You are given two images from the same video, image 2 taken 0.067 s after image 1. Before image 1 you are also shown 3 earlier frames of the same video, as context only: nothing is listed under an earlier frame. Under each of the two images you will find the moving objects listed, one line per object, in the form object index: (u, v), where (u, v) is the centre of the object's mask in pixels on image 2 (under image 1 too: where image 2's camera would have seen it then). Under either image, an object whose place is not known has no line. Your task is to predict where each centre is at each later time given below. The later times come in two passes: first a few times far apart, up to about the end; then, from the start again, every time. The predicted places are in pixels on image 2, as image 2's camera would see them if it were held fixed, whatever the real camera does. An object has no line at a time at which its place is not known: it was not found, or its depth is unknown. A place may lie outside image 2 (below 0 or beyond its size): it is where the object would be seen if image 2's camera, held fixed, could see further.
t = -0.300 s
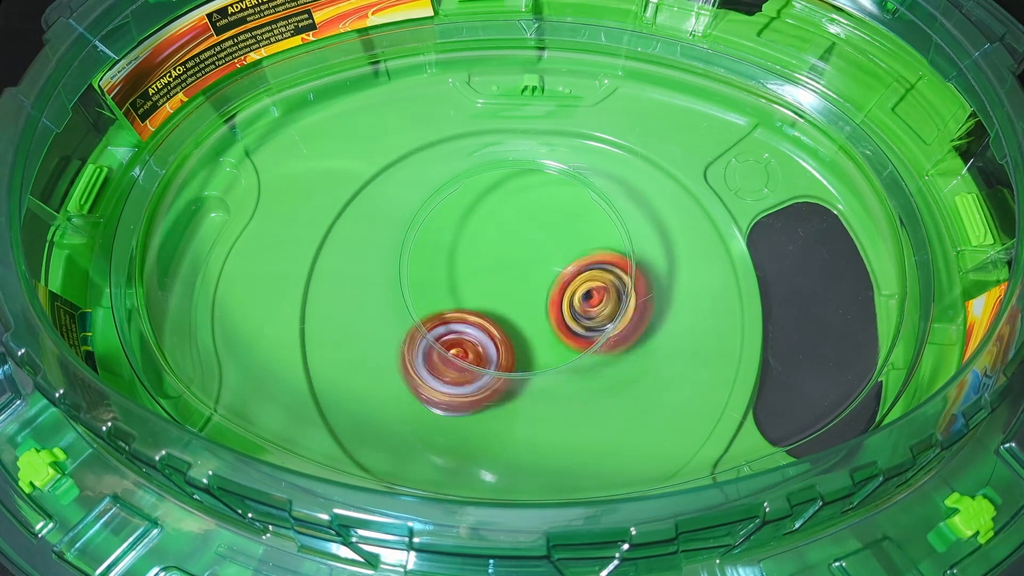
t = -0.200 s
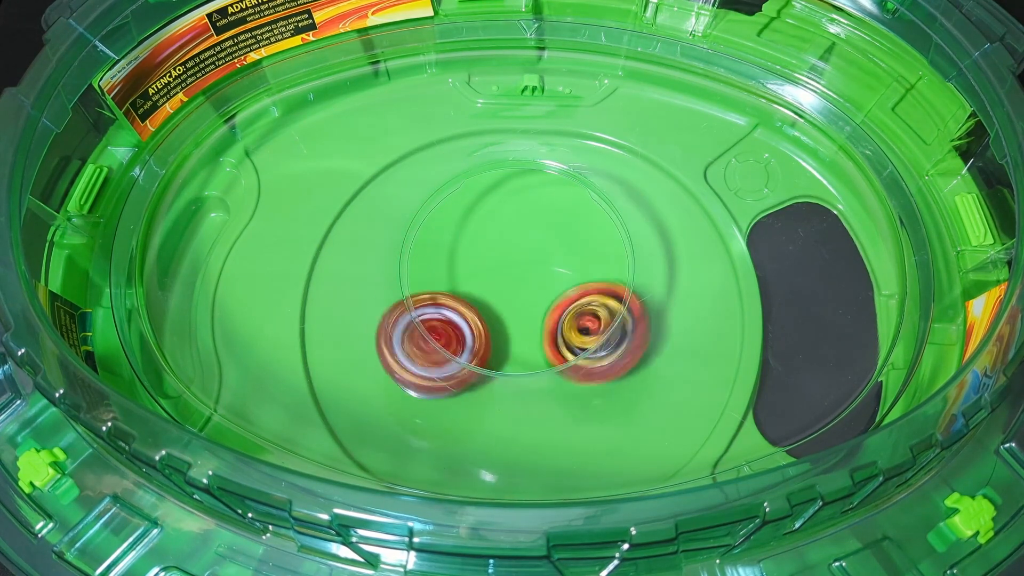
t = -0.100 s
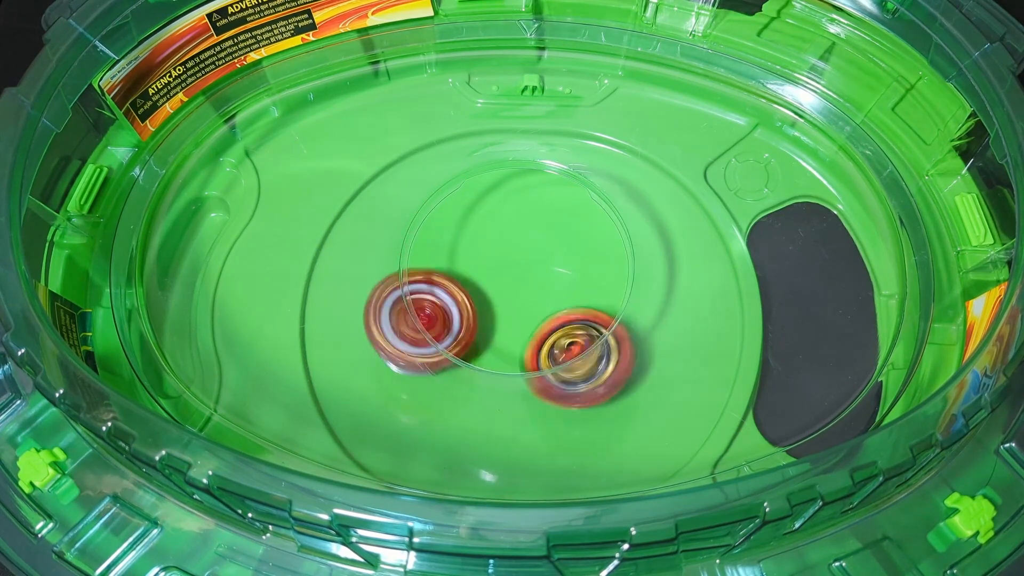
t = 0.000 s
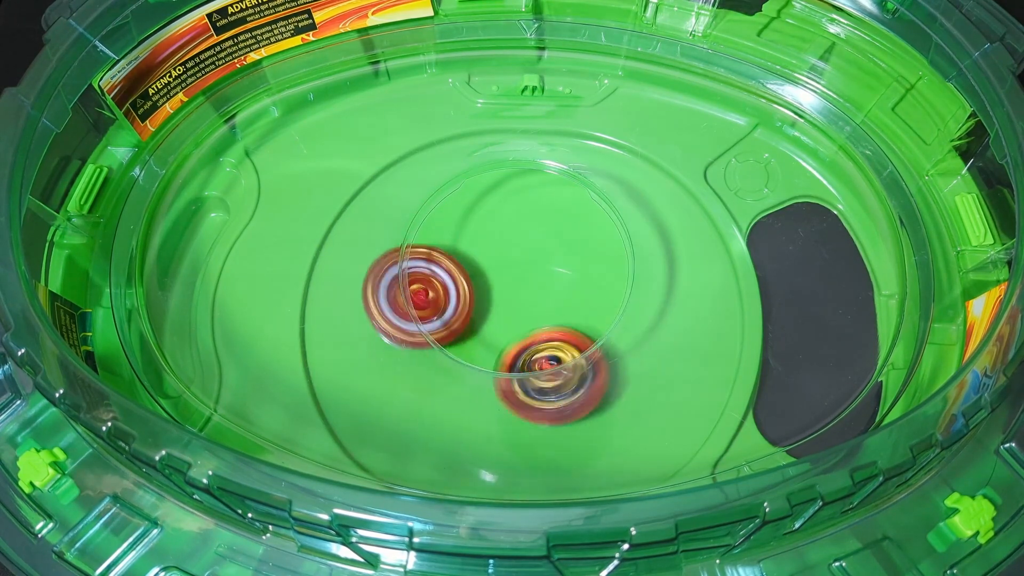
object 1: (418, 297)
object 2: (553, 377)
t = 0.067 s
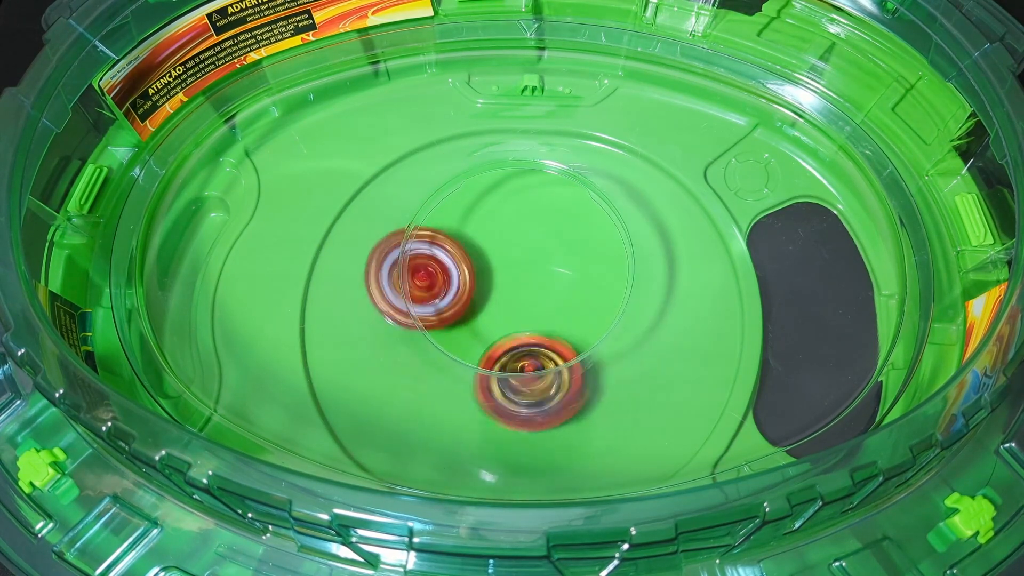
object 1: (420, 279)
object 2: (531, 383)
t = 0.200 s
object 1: (439, 249)
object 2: (487, 376)
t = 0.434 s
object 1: (497, 223)
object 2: (442, 323)
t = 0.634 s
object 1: (558, 231)
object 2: (448, 268)
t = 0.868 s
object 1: (602, 270)
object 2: (499, 237)
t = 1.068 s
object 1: (611, 332)
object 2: (542, 238)
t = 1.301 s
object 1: (561, 380)
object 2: (562, 274)
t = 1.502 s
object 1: (502, 378)
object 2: (554, 283)
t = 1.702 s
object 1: (467, 327)
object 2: (549, 256)
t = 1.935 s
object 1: (429, 203)
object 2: (603, 244)
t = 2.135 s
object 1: (425, 164)
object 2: (634, 263)
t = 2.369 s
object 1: (444, 200)
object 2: (594, 304)
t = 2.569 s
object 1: (468, 224)
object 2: (512, 312)
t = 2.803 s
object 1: (521, 206)
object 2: (359, 363)
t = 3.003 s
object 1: (524, 228)
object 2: (347, 346)
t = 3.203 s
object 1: (503, 243)
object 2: (368, 326)
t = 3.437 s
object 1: (475, 239)
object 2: (391, 299)
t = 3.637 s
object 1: (476, 226)
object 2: (398, 283)
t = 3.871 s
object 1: (492, 235)
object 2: (408, 295)
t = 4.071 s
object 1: (493, 260)
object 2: (409, 296)
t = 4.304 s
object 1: (483, 276)
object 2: (403, 295)
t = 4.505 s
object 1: (492, 266)
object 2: (405, 295)
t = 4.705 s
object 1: (514, 259)
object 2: (406, 295)
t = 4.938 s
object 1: (531, 267)
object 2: (406, 295)
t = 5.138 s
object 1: (544, 283)
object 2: (406, 295)
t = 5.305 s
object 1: (541, 295)
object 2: (406, 295)
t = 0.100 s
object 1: (424, 272)
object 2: (520, 383)
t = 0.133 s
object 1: (429, 264)
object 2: (509, 382)
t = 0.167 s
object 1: (435, 256)
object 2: (498, 380)
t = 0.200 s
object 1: (439, 249)
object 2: (487, 376)
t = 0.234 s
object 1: (446, 244)
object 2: (478, 372)
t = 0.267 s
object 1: (455, 240)
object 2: (469, 365)
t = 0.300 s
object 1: (464, 234)
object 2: (461, 358)
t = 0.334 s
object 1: (470, 231)
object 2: (454, 350)
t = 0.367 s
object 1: (478, 229)
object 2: (449, 341)
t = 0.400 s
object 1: (488, 226)
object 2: (445, 332)
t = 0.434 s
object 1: (497, 223)
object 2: (442, 323)
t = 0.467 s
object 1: (504, 222)
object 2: (441, 313)
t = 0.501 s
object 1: (514, 224)
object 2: (441, 302)
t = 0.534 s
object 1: (529, 225)
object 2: (439, 295)
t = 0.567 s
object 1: (541, 225)
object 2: (439, 284)
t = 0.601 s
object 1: (549, 227)
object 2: (443, 275)
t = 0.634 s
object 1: (558, 231)
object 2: (448, 268)
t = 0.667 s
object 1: (567, 234)
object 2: (453, 261)
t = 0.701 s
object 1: (574, 237)
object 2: (459, 255)
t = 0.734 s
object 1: (580, 243)
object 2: (466, 249)
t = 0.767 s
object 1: (587, 248)
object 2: (473, 244)
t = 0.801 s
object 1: (594, 254)
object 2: (481, 241)
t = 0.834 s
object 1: (598, 260)
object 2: (491, 239)
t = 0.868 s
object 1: (602, 270)
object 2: (499, 237)
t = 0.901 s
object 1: (608, 284)
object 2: (503, 232)
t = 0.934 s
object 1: (613, 293)
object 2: (512, 228)
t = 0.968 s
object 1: (613, 305)
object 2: (520, 228)
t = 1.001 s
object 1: (614, 314)
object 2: (528, 230)
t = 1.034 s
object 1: (615, 322)
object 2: (535, 234)
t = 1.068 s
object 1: (611, 332)
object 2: (542, 238)
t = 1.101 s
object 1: (607, 341)
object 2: (547, 243)
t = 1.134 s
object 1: (604, 349)
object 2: (552, 249)
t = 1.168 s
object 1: (598, 356)
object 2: (555, 256)
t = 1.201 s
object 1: (590, 363)
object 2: (558, 263)
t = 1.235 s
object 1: (582, 371)
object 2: (560, 266)
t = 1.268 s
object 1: (573, 377)
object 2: (561, 269)
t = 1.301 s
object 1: (561, 380)
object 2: (562, 274)
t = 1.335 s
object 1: (551, 381)
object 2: (561, 279)
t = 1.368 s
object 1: (542, 382)
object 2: (560, 285)
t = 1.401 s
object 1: (535, 384)
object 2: (561, 285)
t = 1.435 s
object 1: (524, 385)
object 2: (560, 286)
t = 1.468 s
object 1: (511, 383)
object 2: (557, 284)
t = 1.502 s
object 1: (502, 378)
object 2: (554, 283)
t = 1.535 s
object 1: (495, 371)
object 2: (550, 281)
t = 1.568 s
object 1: (487, 364)
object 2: (547, 279)
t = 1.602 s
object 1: (479, 359)
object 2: (547, 274)
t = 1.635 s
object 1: (473, 348)
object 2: (548, 267)
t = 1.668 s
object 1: (469, 336)
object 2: (548, 261)
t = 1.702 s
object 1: (467, 327)
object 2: (549, 256)
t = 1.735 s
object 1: (467, 314)
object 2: (548, 250)
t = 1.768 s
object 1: (464, 300)
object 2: (551, 249)
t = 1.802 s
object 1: (459, 283)
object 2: (558, 250)
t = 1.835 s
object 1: (449, 262)
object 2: (571, 248)
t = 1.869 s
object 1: (442, 243)
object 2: (580, 248)
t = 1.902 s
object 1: (435, 223)
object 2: (593, 244)
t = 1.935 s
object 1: (429, 203)
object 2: (603, 244)
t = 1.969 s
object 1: (426, 185)
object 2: (613, 244)
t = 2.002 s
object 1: (420, 168)
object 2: (620, 247)
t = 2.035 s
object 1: (418, 157)
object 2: (627, 249)
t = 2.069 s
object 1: (417, 152)
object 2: (631, 255)
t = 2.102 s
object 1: (421, 159)
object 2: (634, 258)
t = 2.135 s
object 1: (425, 164)
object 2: (634, 263)
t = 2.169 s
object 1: (430, 172)
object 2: (633, 268)
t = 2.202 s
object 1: (433, 178)
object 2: (631, 274)
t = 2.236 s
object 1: (436, 186)
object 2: (627, 279)
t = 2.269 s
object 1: (438, 190)
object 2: (622, 286)
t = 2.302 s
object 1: (439, 196)
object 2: (613, 292)
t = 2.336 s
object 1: (442, 197)
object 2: (605, 299)
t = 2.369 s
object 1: (444, 200)
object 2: (594, 304)
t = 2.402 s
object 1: (450, 201)
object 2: (582, 309)
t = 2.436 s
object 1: (454, 207)
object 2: (568, 312)
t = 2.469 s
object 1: (458, 209)
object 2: (554, 315)
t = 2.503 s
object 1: (461, 215)
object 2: (540, 316)
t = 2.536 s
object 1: (466, 219)
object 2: (525, 314)
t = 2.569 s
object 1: (468, 224)
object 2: (512, 312)
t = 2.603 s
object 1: (485, 217)
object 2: (488, 324)
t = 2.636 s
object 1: (486, 208)
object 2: (463, 333)
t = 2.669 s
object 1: (500, 202)
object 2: (438, 345)
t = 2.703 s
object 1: (504, 197)
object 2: (414, 351)
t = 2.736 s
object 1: (514, 196)
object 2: (392, 357)
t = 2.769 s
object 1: (522, 201)
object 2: (375, 361)
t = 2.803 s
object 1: (521, 206)
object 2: (359, 363)
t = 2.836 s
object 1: (523, 210)
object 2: (348, 363)
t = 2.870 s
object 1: (522, 213)
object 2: (341, 361)
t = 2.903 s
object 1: (525, 214)
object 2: (339, 359)
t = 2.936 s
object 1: (526, 218)
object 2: (337, 355)
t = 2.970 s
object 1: (526, 222)
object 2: (341, 350)
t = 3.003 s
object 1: (524, 228)
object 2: (347, 346)
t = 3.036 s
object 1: (522, 232)
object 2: (353, 341)
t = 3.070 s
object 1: (520, 236)
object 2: (356, 336)
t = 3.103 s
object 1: (514, 236)
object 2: (360, 333)
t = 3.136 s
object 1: (512, 239)
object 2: (364, 331)
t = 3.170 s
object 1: (506, 242)
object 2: (366, 329)
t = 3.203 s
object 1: (503, 243)
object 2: (368, 326)
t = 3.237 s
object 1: (496, 244)
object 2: (369, 323)
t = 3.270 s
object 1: (493, 243)
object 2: (372, 320)
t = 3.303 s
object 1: (487, 243)
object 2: (373, 318)
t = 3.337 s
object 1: (484, 242)
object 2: (377, 314)
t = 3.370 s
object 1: (481, 242)
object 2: (381, 310)
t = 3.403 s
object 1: (477, 238)
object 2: (385, 305)
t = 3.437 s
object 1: (475, 239)
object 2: (391, 299)
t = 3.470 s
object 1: (473, 235)
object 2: (394, 291)
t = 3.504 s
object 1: (474, 234)
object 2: (396, 285)
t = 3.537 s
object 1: (473, 232)
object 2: (397, 282)
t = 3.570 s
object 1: (474, 230)
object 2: (398, 282)
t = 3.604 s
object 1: (476, 229)
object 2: (398, 282)
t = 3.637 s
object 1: (476, 226)
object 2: (398, 283)
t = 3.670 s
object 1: (481, 224)
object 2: (400, 286)
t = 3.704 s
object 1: (483, 225)
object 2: (402, 290)
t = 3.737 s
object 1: (486, 225)
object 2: (404, 296)
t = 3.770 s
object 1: (488, 228)
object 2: (405, 299)
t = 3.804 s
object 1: (489, 228)
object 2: (406, 299)
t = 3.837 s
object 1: (492, 232)
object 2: (407, 297)
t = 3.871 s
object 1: (492, 235)
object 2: (408, 295)
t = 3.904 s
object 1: (496, 238)
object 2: (409, 296)
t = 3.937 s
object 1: (495, 243)
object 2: (410, 296)
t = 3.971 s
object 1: (496, 246)
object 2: (410, 296)
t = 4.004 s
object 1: (495, 252)
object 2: (410, 296)
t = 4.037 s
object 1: (494, 255)
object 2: (409, 296)
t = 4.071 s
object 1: (493, 260)
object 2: (409, 296)
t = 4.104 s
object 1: (488, 259)
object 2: (409, 297)
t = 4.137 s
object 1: (488, 266)
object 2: (409, 297)
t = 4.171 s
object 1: (483, 263)
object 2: (408, 297)
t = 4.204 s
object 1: (482, 270)
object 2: (407, 297)
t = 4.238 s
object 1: (479, 272)
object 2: (405, 297)
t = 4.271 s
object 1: (482, 273)
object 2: (403, 295)
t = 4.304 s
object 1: (483, 276)
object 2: (403, 295)
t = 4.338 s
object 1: (484, 275)
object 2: (403, 295)
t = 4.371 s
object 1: (486, 274)
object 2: (403, 295)
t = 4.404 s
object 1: (484, 274)
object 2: (403, 295)
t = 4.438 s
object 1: (487, 269)
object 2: (404, 295)
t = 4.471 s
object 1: (491, 268)
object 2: (405, 295)
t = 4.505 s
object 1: (492, 266)
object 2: (405, 295)
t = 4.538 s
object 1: (497, 263)
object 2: (406, 295)
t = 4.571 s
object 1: (498, 263)
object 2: (406, 295)
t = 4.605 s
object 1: (502, 260)
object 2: (406, 295)
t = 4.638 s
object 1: (507, 261)
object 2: (406, 295)
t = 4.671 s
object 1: (508, 259)
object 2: (406, 295)
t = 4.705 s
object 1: (514, 259)
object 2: (406, 295)
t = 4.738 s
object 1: (516, 260)
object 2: (406, 295)
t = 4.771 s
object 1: (520, 260)
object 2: (406, 295)
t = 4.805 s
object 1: (525, 262)
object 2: (406, 295)
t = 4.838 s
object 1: (526, 262)
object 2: (406, 295)
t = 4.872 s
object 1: (527, 263)
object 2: (406, 295)
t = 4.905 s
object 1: (529, 266)
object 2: (406, 295)
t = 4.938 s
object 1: (531, 267)
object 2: (406, 295)
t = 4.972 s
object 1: (536, 270)
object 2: (406, 295)
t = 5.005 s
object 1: (536, 272)
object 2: (406, 295)
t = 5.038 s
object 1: (539, 274)
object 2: (406, 295)
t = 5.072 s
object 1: (540, 278)
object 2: (406, 295)
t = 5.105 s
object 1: (541, 279)
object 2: (406, 295)
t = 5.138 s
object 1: (544, 283)
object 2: (406, 295)
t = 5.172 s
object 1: (542, 286)
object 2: (406, 295)
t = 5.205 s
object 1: (542, 287)
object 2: (406, 295)
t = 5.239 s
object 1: (542, 292)
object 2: (406, 295)
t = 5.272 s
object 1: (541, 293)
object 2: (406, 295)
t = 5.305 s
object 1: (541, 295)
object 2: (406, 295)
